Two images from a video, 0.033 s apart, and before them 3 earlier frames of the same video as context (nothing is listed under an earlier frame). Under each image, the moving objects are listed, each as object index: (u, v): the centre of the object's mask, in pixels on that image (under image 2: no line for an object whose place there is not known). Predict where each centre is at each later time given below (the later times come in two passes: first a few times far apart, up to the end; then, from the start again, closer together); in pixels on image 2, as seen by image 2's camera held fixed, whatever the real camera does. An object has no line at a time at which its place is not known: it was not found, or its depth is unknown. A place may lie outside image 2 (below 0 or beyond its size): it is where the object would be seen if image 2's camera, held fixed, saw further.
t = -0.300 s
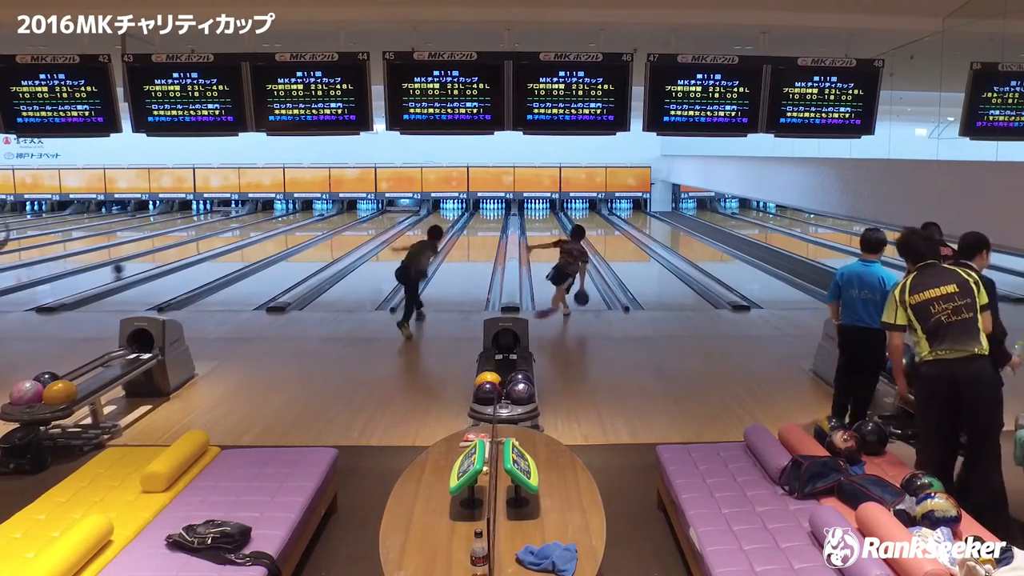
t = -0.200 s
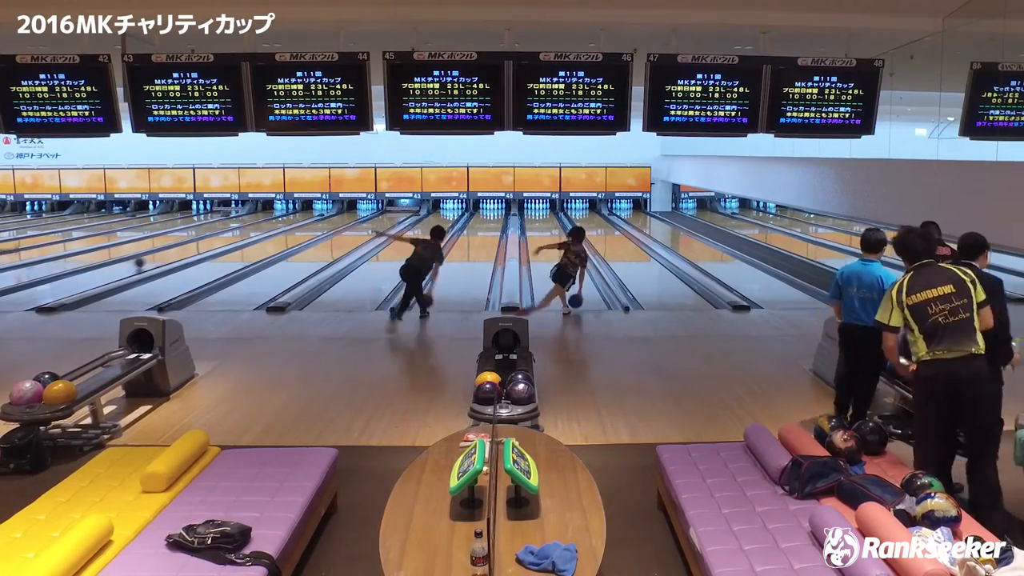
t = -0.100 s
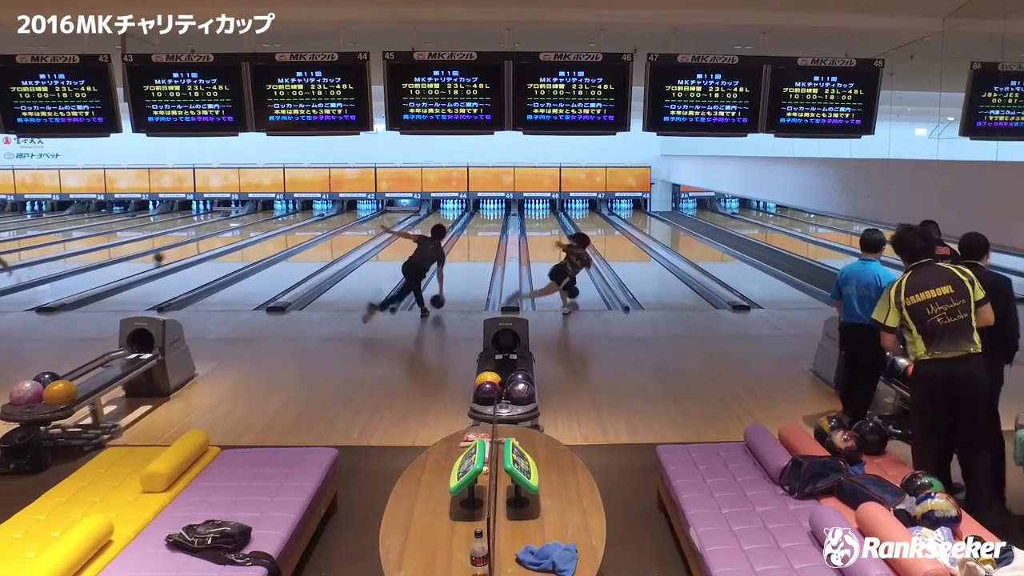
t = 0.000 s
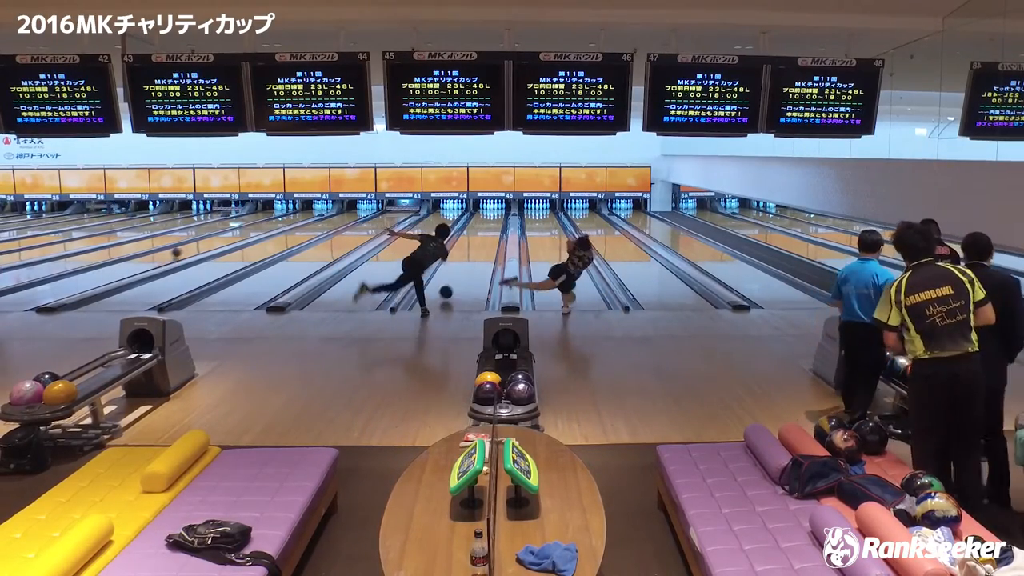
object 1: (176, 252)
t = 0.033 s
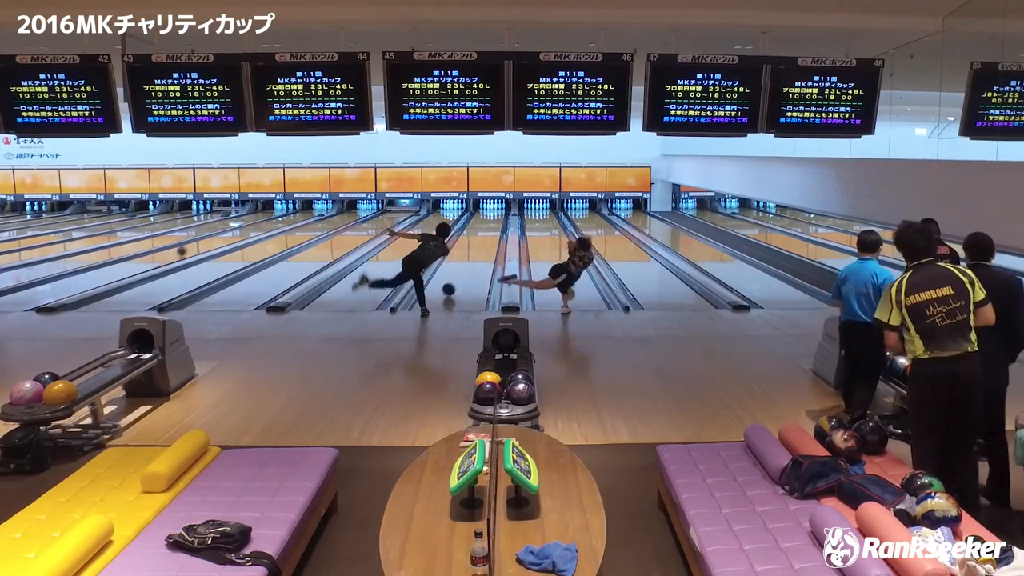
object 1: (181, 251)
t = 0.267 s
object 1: (214, 241)
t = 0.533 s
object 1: (245, 233)
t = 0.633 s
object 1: (255, 230)
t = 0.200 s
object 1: (206, 244)
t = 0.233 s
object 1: (210, 243)
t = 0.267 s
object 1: (214, 241)
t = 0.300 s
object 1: (219, 240)
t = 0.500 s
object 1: (242, 234)
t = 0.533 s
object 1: (245, 233)
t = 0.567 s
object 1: (249, 232)
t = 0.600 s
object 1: (252, 231)
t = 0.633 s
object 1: (255, 230)
